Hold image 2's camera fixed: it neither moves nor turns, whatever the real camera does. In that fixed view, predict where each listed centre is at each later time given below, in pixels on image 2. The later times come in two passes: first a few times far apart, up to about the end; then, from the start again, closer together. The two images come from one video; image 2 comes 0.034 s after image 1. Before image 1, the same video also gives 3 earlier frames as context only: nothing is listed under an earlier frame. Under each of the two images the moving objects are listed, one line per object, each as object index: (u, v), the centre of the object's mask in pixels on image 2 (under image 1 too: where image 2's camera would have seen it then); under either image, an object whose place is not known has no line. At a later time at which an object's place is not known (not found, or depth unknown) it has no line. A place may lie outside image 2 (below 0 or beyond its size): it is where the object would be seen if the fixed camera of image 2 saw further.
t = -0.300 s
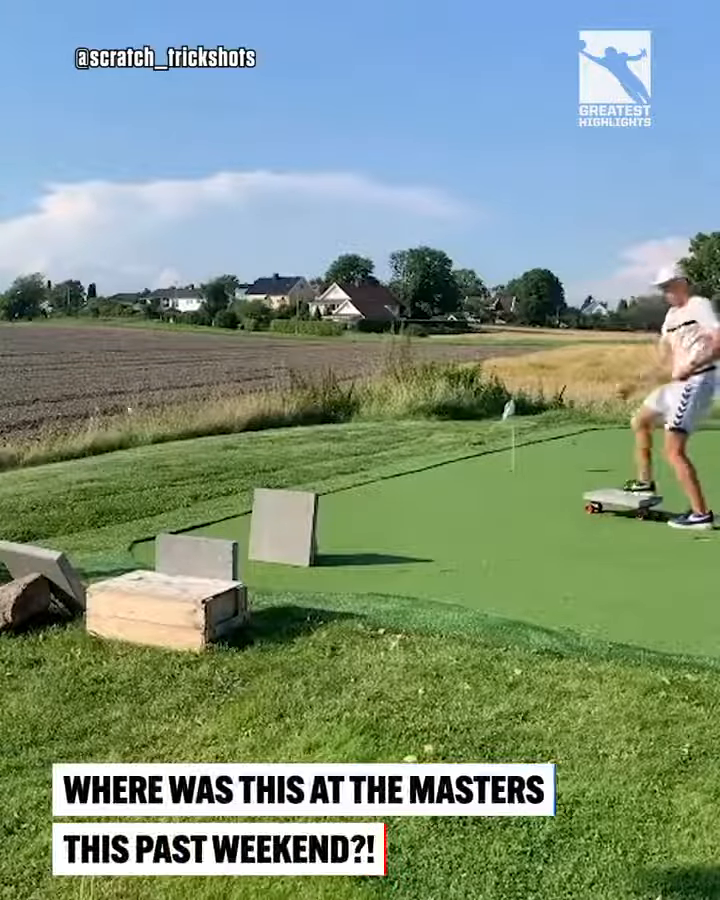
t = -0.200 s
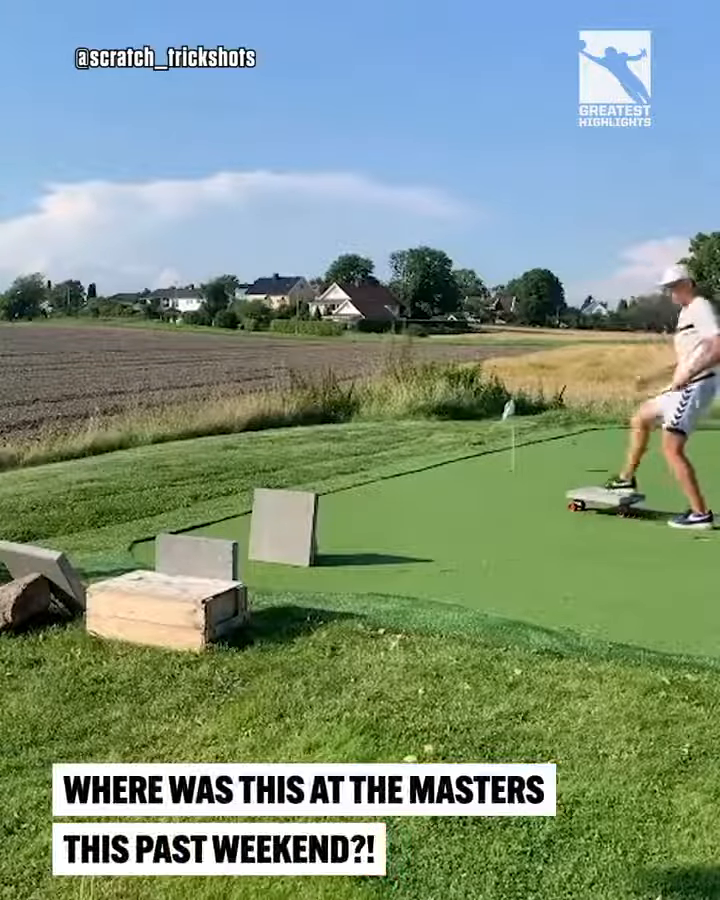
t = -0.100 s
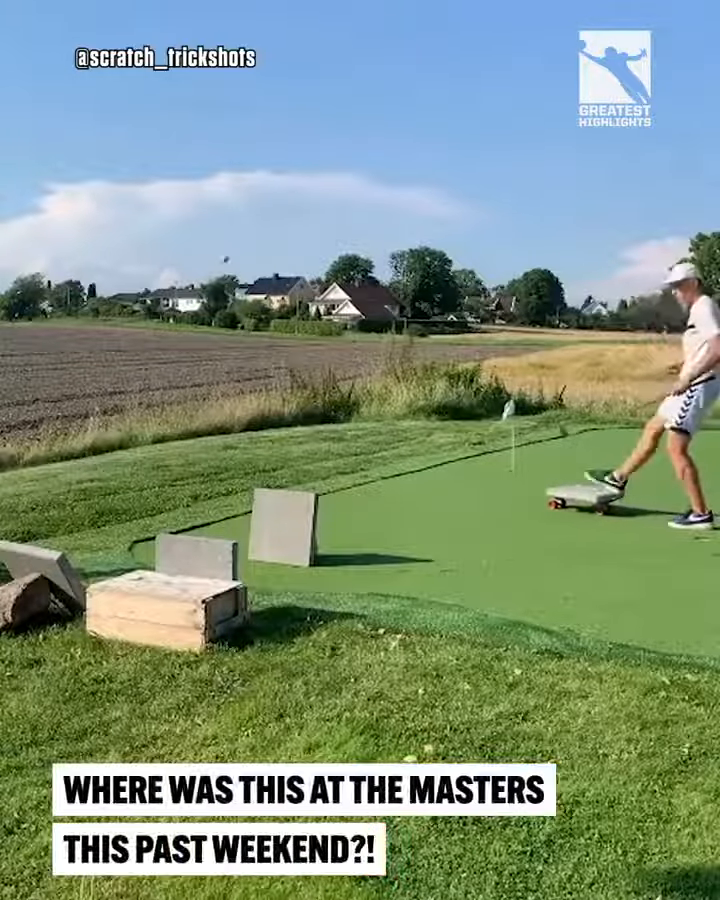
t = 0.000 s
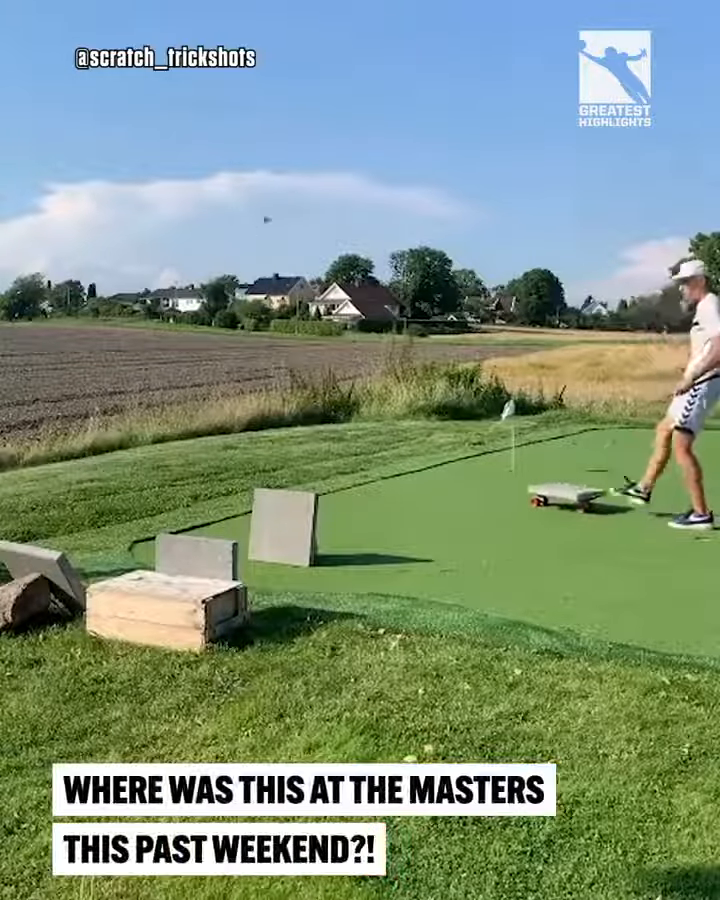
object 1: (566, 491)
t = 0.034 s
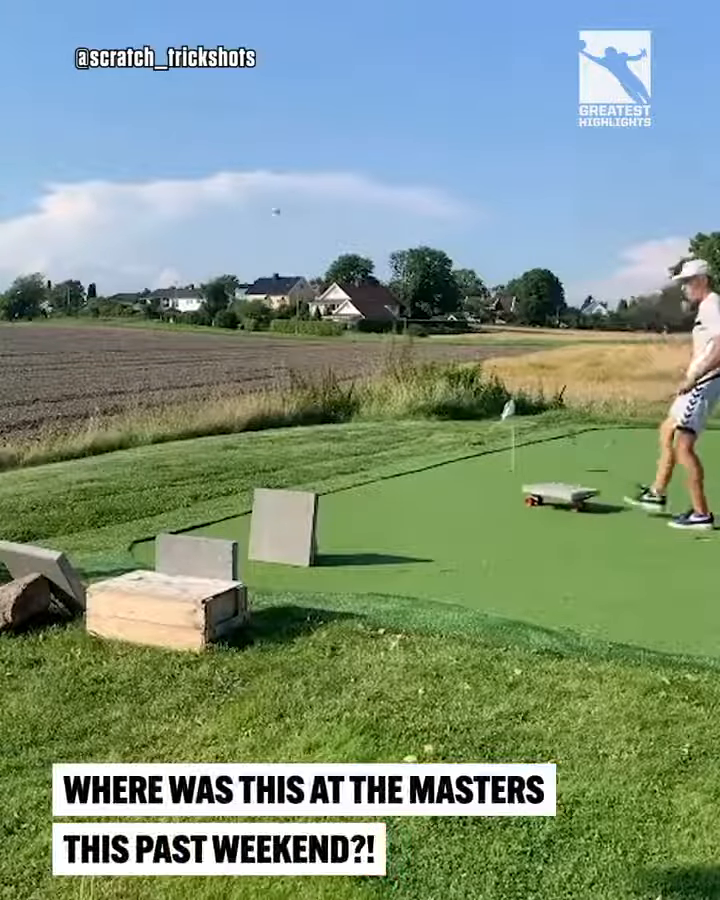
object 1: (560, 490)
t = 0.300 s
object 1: (521, 486)
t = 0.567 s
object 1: (494, 484)
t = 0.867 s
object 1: (472, 481)
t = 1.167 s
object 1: (463, 480)
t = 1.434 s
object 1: (463, 480)
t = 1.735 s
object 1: (462, 480)
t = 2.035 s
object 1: (464, 480)
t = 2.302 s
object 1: (464, 480)
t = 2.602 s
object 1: (464, 480)
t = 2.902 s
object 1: (464, 480)
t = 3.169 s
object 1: (463, 480)
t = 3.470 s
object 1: (463, 480)
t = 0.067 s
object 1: (555, 490)
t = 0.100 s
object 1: (550, 490)
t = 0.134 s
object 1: (545, 489)
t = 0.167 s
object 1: (539, 488)
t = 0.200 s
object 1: (534, 488)
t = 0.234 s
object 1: (529, 487)
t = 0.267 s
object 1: (525, 487)
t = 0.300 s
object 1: (521, 486)
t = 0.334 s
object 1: (517, 486)
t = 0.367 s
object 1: (513, 486)
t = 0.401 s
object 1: (509, 486)
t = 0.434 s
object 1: (506, 485)
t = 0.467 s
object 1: (502, 485)
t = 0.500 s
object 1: (499, 484)
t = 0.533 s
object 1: (496, 484)
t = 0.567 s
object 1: (494, 484)
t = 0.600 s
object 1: (490, 483)
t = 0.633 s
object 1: (488, 483)
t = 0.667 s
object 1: (483, 482)
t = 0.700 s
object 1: (482, 482)
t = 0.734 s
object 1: (480, 482)
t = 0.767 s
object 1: (477, 482)
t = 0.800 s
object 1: (476, 481)
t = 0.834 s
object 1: (474, 481)
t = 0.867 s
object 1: (472, 481)
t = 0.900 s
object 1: (471, 481)
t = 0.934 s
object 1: (471, 481)
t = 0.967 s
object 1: (468, 481)
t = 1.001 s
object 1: (467, 481)
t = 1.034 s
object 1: (466, 481)
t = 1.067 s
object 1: (464, 480)
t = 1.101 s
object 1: (464, 480)
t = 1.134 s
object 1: (463, 480)
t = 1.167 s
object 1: (463, 480)
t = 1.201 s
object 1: (463, 480)
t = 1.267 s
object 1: (463, 480)
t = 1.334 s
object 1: (463, 480)
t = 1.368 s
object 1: (463, 480)
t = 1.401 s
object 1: (463, 480)
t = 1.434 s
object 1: (463, 480)
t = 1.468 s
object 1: (463, 480)
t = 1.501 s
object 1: (463, 480)
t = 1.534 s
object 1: (462, 480)
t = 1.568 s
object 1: (463, 480)
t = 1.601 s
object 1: (463, 480)
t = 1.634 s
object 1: (463, 480)
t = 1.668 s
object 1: (462, 480)
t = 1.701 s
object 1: (463, 480)
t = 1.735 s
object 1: (462, 480)
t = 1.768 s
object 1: (463, 480)
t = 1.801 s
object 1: (462, 480)
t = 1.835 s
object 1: (464, 480)
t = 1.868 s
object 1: (464, 480)
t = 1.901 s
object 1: (464, 480)
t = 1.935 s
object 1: (464, 480)
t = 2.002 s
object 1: (464, 480)
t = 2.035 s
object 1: (464, 480)
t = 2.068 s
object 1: (464, 480)
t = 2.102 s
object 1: (464, 480)
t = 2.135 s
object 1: (464, 480)
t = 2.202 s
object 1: (464, 480)
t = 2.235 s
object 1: (464, 480)
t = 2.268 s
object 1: (464, 480)
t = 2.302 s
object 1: (464, 480)
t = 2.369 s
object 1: (464, 480)
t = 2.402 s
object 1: (464, 480)
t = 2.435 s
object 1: (464, 480)
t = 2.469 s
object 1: (464, 480)
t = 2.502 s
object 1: (464, 480)
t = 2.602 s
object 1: (464, 480)
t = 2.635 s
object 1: (464, 480)
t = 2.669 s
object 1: (464, 480)
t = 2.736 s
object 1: (464, 480)
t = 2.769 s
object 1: (464, 480)
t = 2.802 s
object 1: (464, 480)
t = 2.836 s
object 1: (464, 480)
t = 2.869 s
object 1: (464, 480)
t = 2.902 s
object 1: (464, 480)
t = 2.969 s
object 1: (464, 480)
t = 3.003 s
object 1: (464, 480)
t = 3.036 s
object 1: (464, 480)
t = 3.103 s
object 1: (464, 480)
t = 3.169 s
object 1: (463, 480)
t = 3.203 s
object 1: (463, 480)
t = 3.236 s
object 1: (463, 480)
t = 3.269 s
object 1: (463, 480)
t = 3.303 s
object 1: (463, 480)
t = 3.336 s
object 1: (463, 480)
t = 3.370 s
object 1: (463, 480)
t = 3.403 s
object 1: (463, 480)
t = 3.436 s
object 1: (463, 480)
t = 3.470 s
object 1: (463, 480)
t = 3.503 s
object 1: (463, 480)
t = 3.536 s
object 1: (463, 480)
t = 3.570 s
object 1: (463, 480)
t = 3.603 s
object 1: (463, 480)
